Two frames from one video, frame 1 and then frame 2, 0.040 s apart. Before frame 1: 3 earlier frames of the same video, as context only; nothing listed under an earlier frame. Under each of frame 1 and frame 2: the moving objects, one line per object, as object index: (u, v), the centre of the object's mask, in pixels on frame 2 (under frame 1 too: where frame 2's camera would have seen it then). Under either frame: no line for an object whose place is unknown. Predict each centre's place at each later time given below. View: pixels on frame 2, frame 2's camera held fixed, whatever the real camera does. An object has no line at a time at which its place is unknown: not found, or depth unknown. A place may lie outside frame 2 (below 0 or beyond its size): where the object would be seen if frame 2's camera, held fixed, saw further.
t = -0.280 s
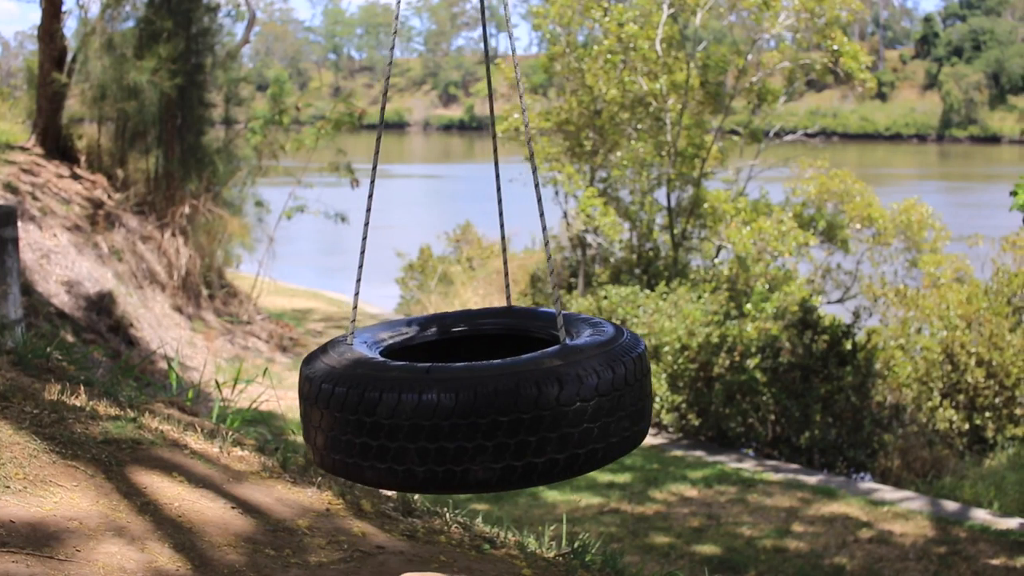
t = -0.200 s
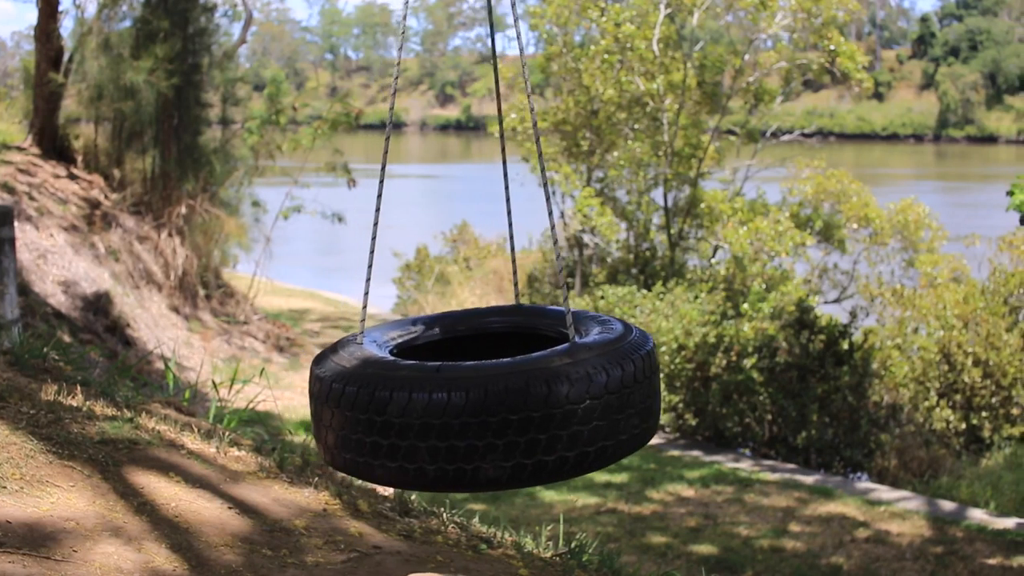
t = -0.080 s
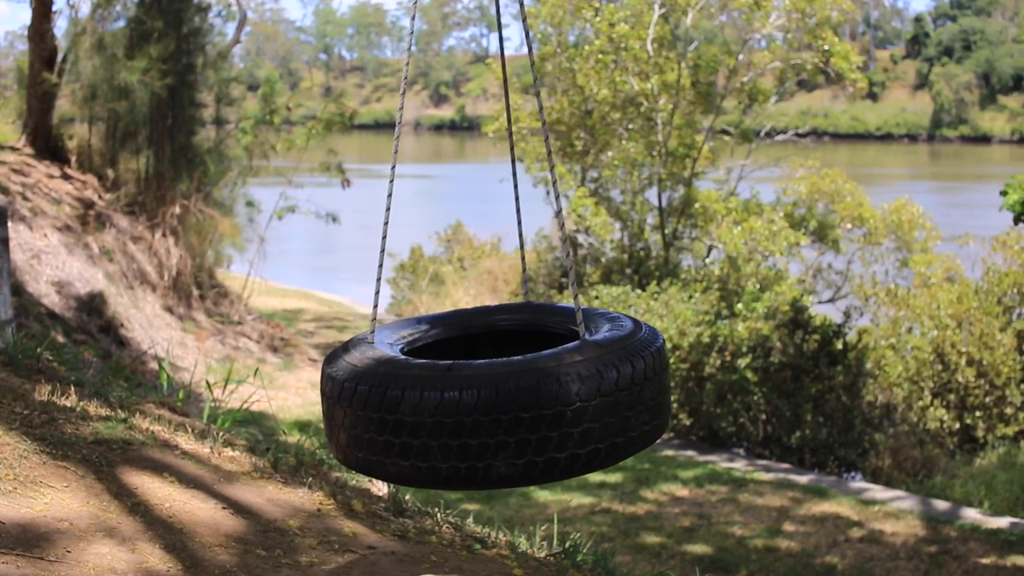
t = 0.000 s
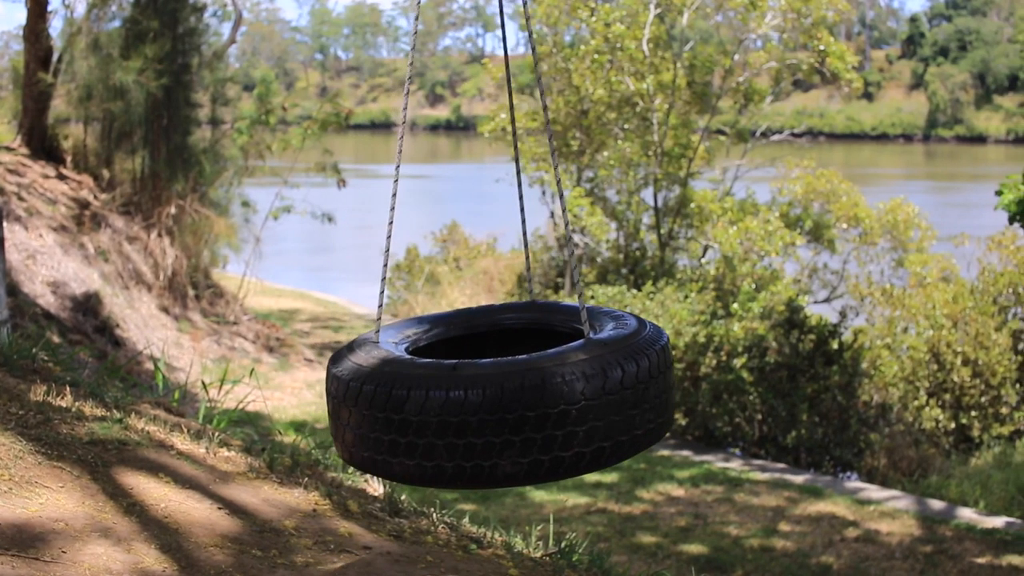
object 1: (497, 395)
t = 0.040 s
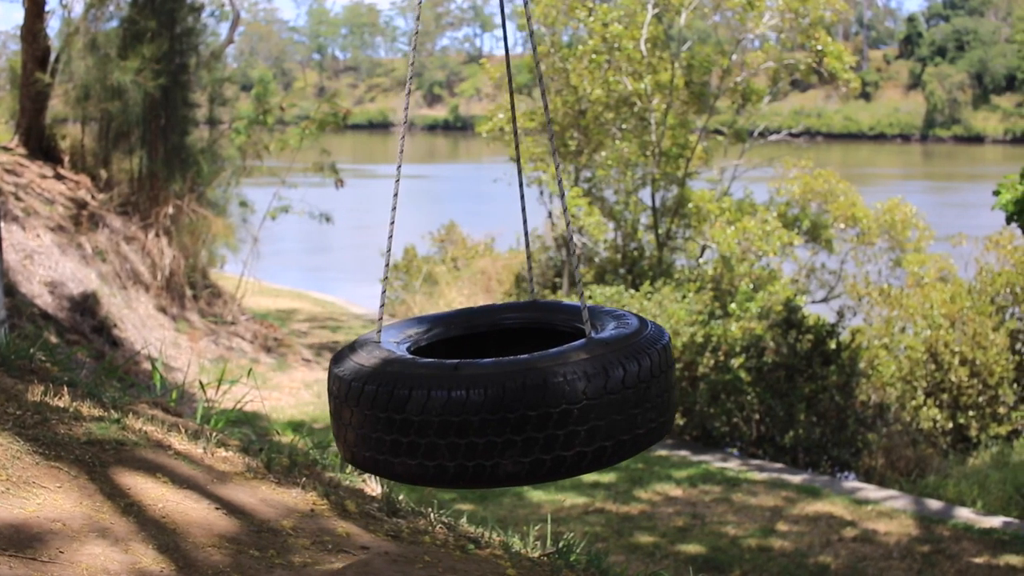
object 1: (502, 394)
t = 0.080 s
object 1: (508, 395)
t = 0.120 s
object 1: (512, 394)
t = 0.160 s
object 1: (517, 394)
